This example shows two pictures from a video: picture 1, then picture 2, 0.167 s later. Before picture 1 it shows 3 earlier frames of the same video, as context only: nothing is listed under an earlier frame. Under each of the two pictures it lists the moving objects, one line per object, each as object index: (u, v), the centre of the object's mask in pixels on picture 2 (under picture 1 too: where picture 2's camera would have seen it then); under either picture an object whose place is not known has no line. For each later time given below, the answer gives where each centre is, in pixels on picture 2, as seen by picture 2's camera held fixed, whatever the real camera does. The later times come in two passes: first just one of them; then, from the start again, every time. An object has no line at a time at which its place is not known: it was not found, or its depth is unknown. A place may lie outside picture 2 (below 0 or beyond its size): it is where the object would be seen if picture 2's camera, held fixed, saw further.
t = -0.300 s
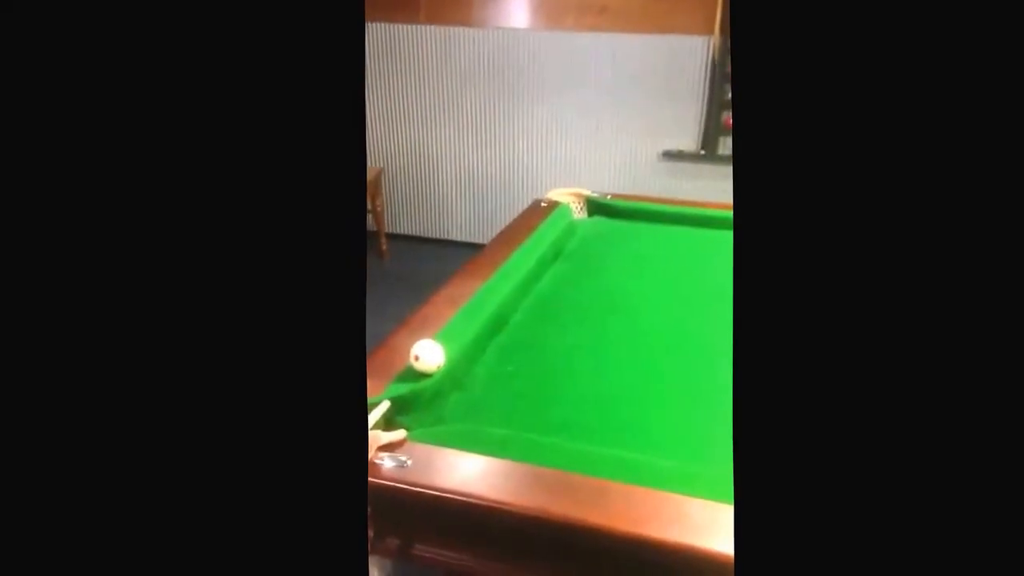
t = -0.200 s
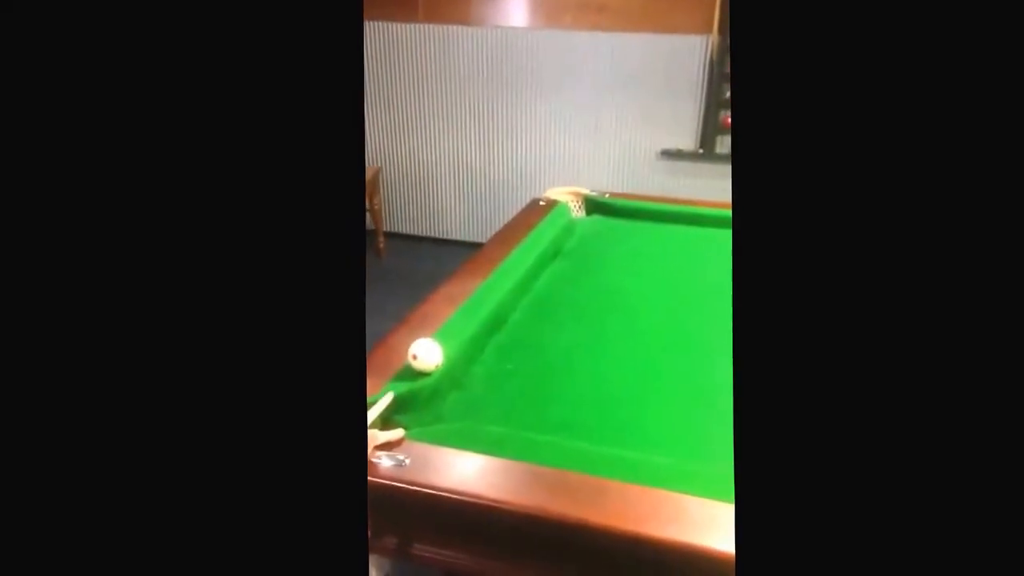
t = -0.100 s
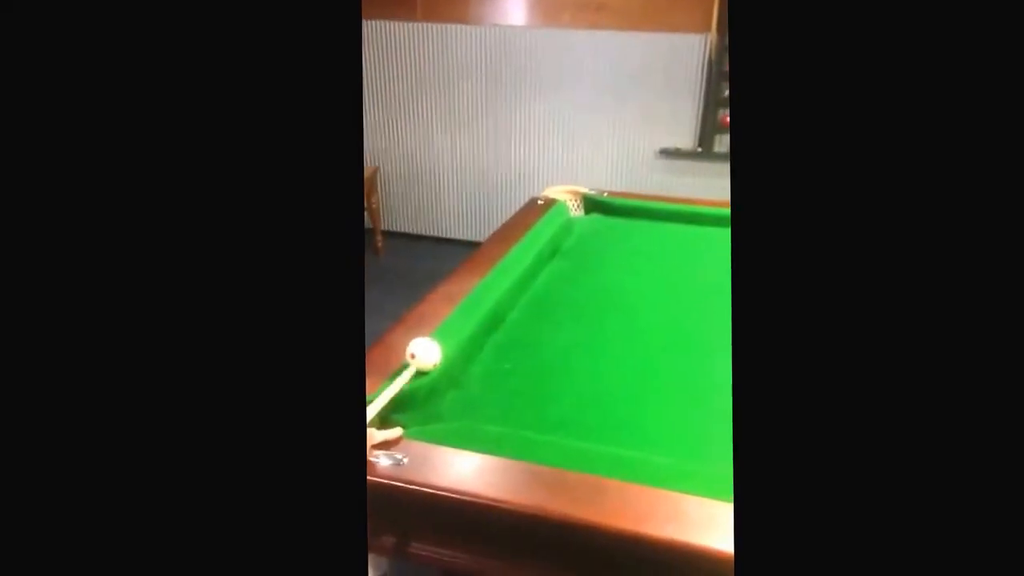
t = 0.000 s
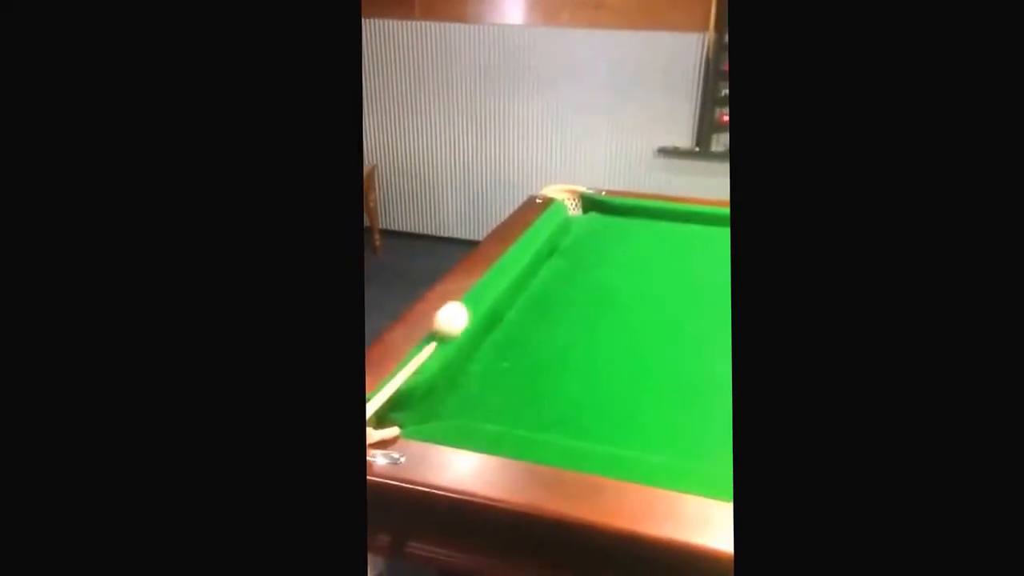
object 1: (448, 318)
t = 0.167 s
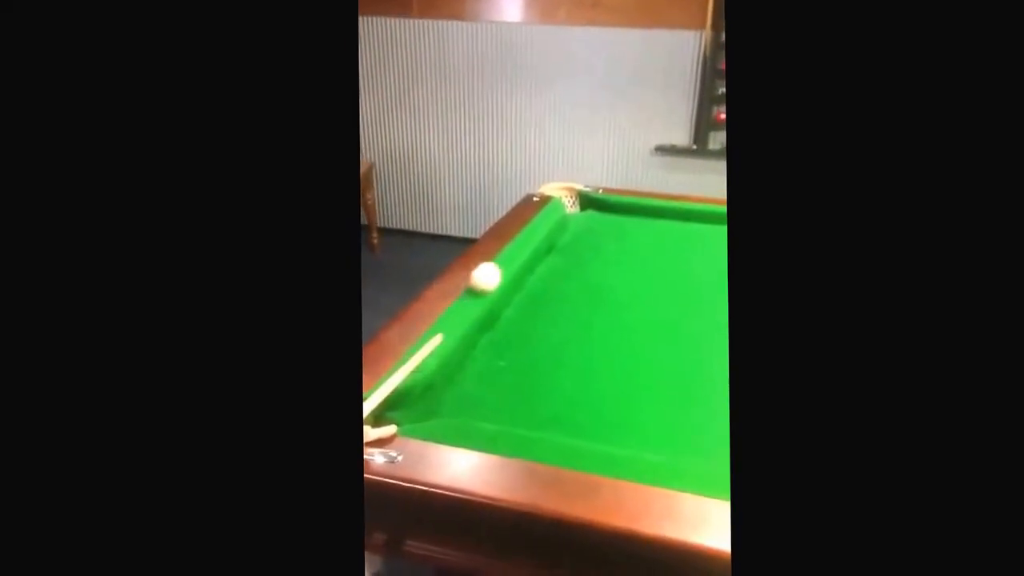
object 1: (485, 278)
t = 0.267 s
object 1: (501, 259)
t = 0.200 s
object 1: (491, 271)
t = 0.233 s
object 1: (496, 265)
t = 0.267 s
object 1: (501, 259)
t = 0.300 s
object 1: (507, 253)
